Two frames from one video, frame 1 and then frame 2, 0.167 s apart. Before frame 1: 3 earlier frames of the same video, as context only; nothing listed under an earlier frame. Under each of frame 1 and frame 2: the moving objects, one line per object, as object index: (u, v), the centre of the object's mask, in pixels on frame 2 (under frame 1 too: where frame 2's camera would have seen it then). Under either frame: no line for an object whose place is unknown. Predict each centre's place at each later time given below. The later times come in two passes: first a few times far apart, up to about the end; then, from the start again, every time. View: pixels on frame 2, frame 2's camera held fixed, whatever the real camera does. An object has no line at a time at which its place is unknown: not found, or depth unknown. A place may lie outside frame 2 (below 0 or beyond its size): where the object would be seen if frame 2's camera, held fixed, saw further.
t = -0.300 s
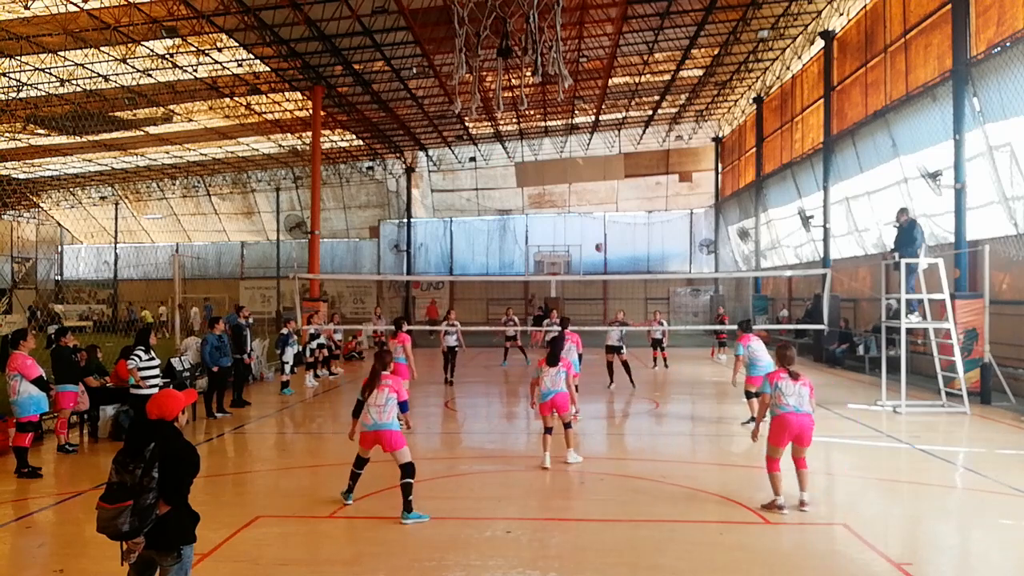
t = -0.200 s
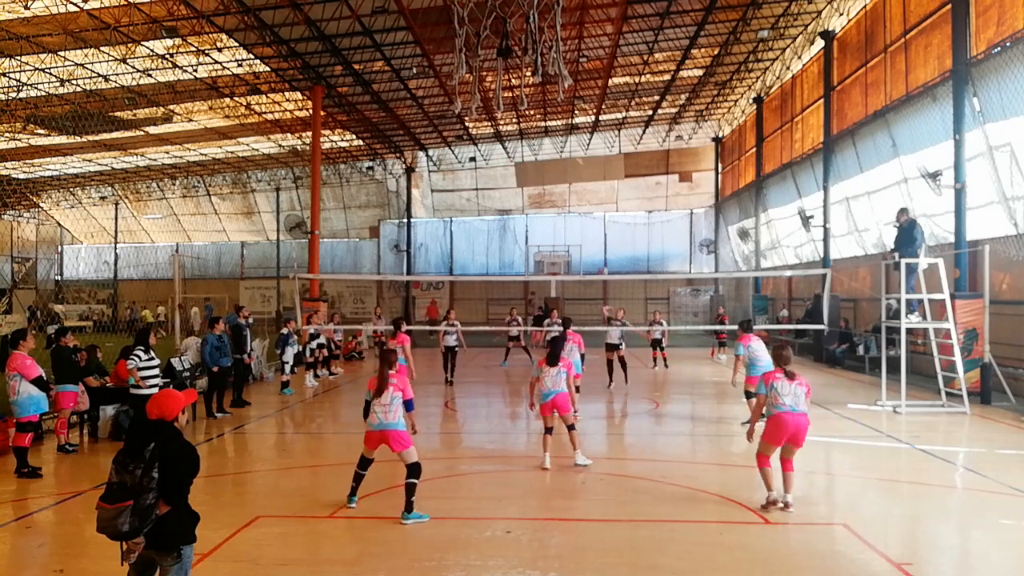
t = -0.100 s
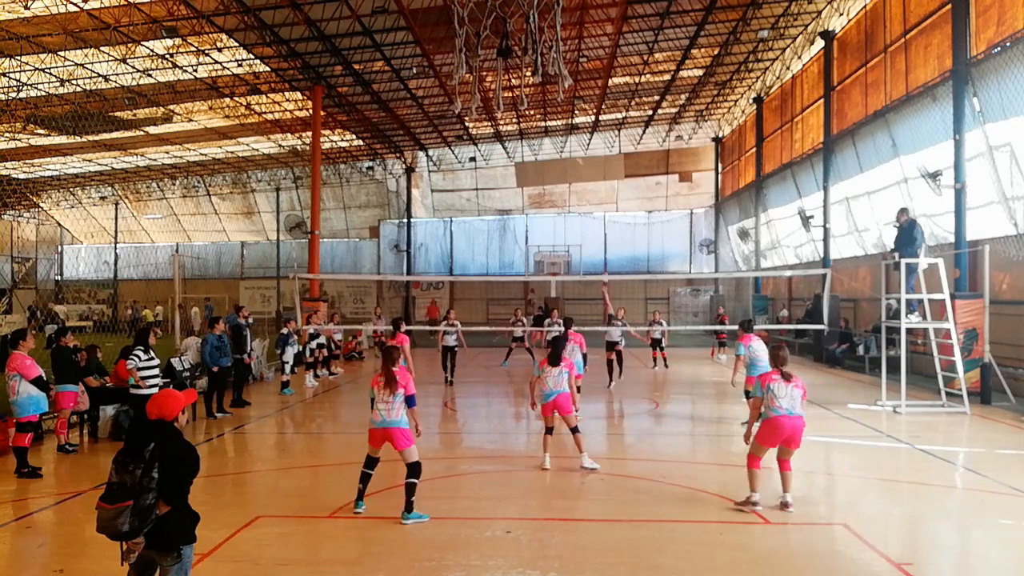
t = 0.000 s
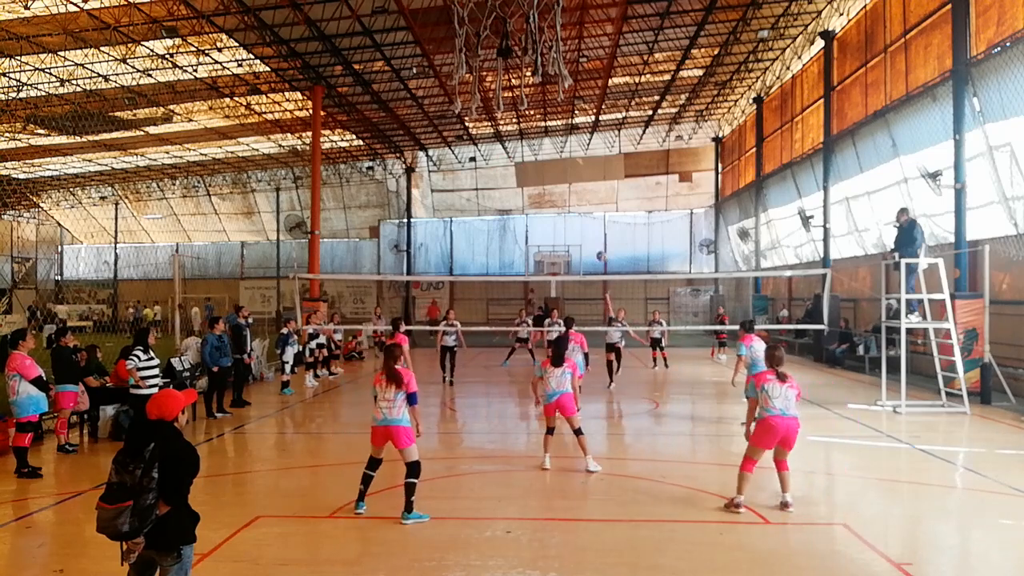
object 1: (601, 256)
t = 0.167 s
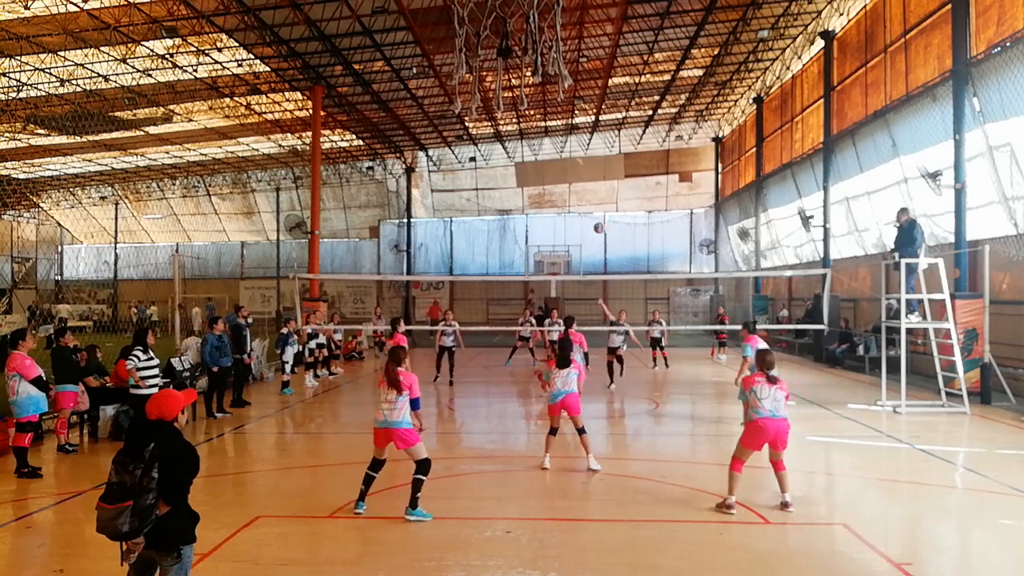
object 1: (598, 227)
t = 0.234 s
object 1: (598, 220)
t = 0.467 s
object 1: (597, 213)
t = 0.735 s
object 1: (601, 266)
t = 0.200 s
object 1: (598, 223)
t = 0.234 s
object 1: (598, 220)
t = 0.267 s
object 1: (598, 217)
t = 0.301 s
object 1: (598, 214)
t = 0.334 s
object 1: (597, 212)
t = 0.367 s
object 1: (597, 211)
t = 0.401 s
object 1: (597, 211)
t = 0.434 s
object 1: (597, 212)
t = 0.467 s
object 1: (597, 213)
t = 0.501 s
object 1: (597, 216)
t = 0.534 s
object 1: (597, 219)
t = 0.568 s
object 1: (597, 224)
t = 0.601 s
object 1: (598, 229)
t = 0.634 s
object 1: (598, 236)
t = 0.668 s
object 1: (598, 244)
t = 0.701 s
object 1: (599, 255)
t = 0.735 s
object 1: (601, 266)
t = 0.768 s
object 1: (602, 279)
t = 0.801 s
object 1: (605, 295)
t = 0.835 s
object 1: (605, 312)
